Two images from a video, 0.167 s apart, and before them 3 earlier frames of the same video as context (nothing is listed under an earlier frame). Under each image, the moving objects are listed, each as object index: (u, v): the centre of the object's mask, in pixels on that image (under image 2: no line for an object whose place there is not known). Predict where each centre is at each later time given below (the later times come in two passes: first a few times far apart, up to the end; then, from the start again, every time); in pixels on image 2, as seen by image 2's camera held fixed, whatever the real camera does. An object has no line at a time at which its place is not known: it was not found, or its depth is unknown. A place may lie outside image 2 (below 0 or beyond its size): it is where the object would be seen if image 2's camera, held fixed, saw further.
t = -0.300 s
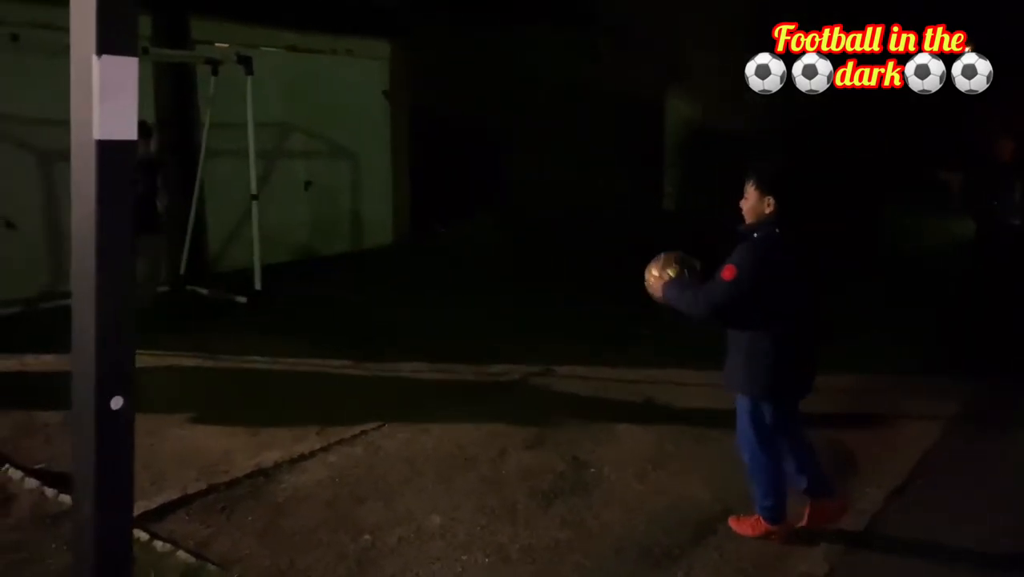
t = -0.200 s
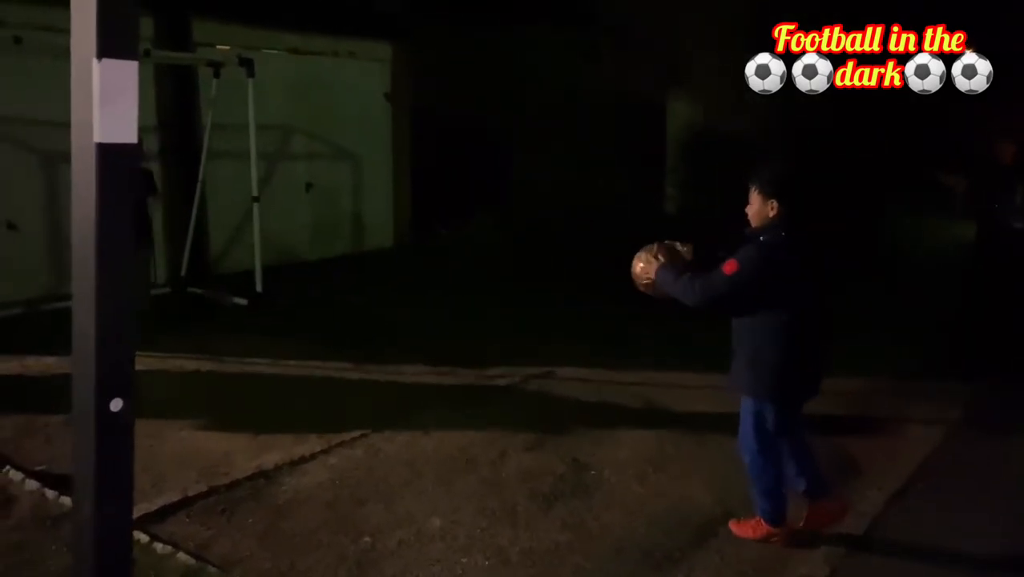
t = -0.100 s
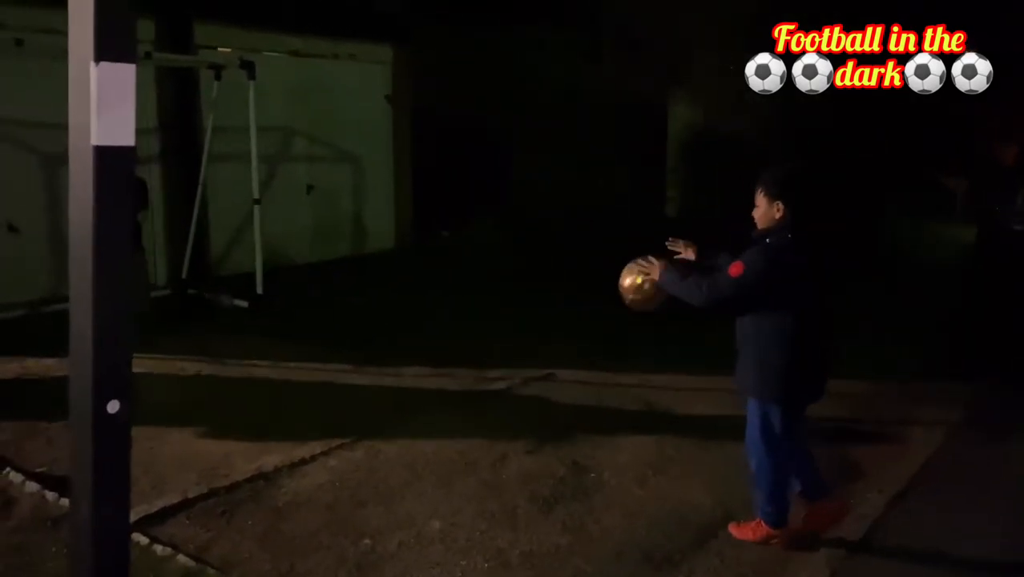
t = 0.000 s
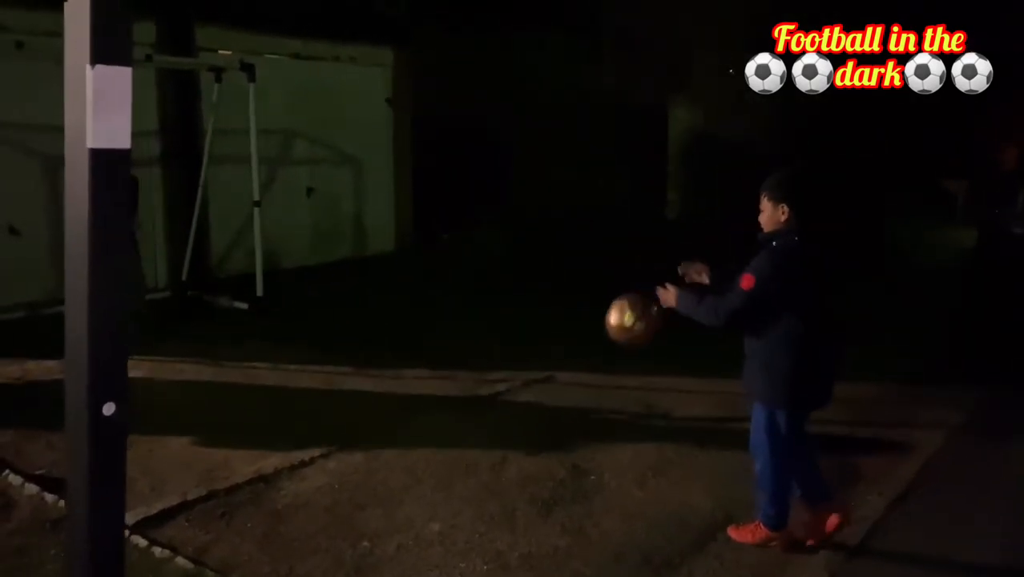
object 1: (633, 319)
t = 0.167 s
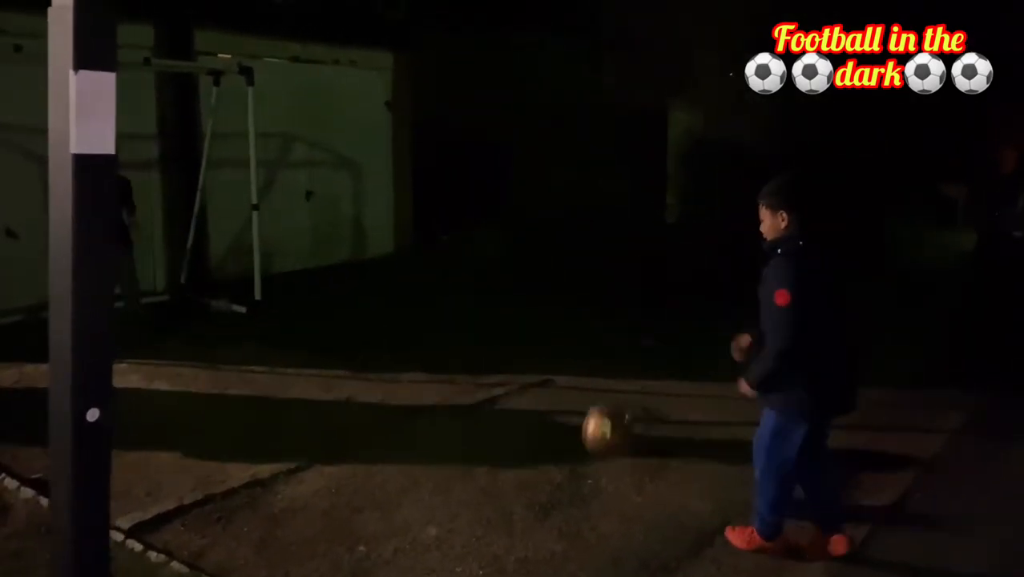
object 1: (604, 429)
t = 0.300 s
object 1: (603, 440)
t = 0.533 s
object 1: (608, 414)
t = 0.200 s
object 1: (603, 457)
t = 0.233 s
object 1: (602, 468)
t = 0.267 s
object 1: (600, 450)
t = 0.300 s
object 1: (603, 440)
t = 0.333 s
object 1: (604, 430)
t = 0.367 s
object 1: (604, 421)
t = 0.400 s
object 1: (605, 415)
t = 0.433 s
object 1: (606, 412)
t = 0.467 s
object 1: (607, 410)
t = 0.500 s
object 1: (607, 411)
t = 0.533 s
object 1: (608, 414)
